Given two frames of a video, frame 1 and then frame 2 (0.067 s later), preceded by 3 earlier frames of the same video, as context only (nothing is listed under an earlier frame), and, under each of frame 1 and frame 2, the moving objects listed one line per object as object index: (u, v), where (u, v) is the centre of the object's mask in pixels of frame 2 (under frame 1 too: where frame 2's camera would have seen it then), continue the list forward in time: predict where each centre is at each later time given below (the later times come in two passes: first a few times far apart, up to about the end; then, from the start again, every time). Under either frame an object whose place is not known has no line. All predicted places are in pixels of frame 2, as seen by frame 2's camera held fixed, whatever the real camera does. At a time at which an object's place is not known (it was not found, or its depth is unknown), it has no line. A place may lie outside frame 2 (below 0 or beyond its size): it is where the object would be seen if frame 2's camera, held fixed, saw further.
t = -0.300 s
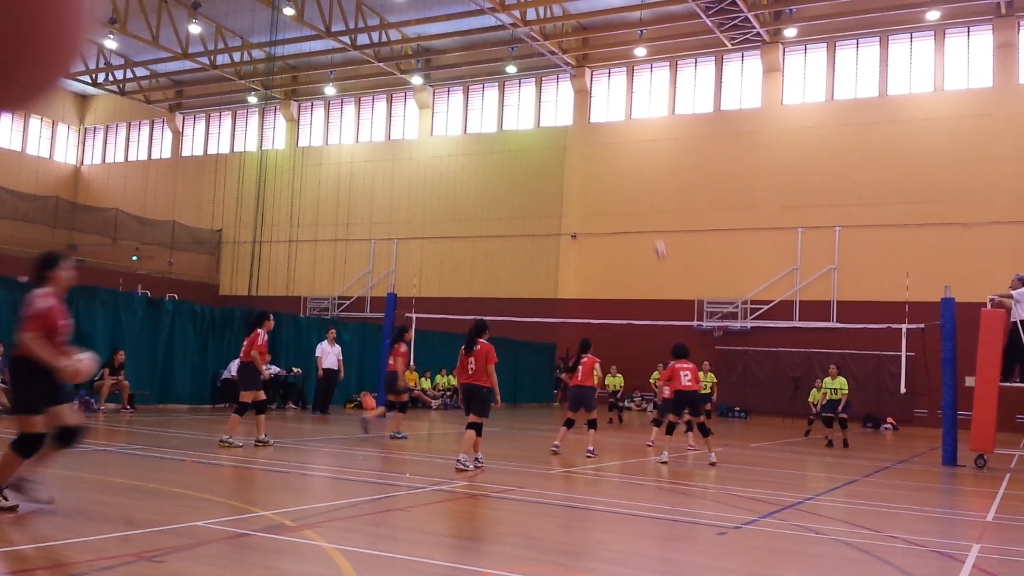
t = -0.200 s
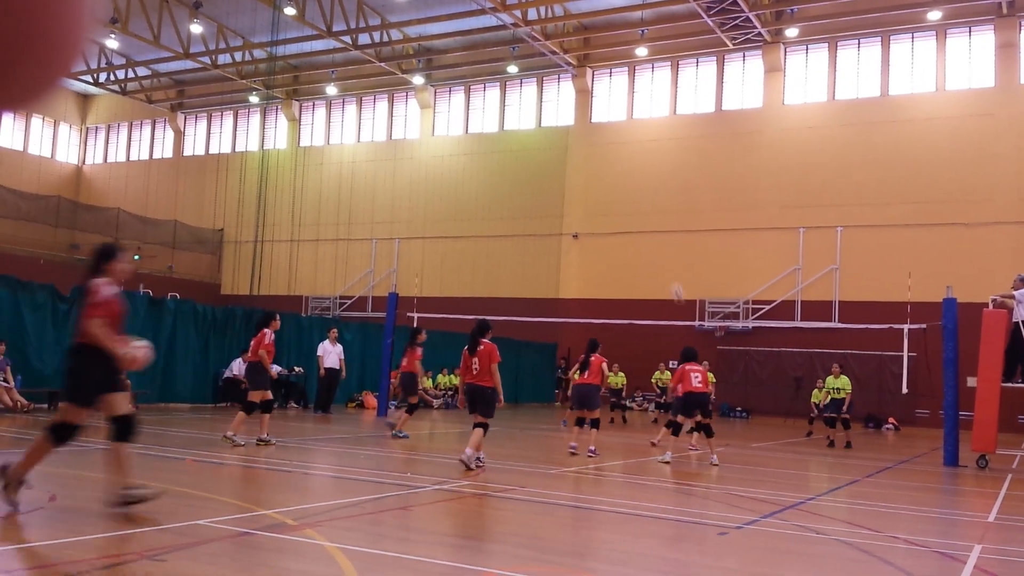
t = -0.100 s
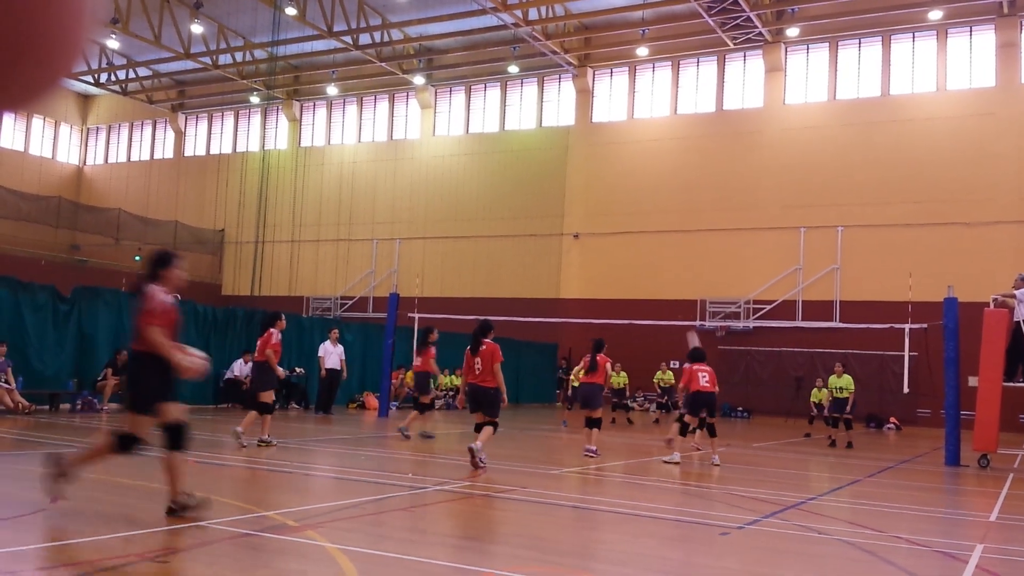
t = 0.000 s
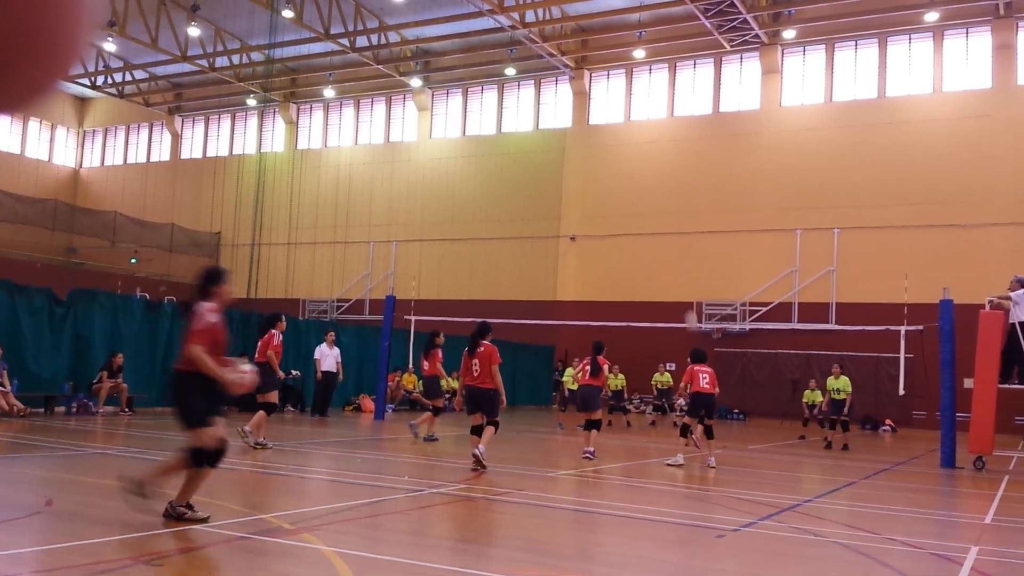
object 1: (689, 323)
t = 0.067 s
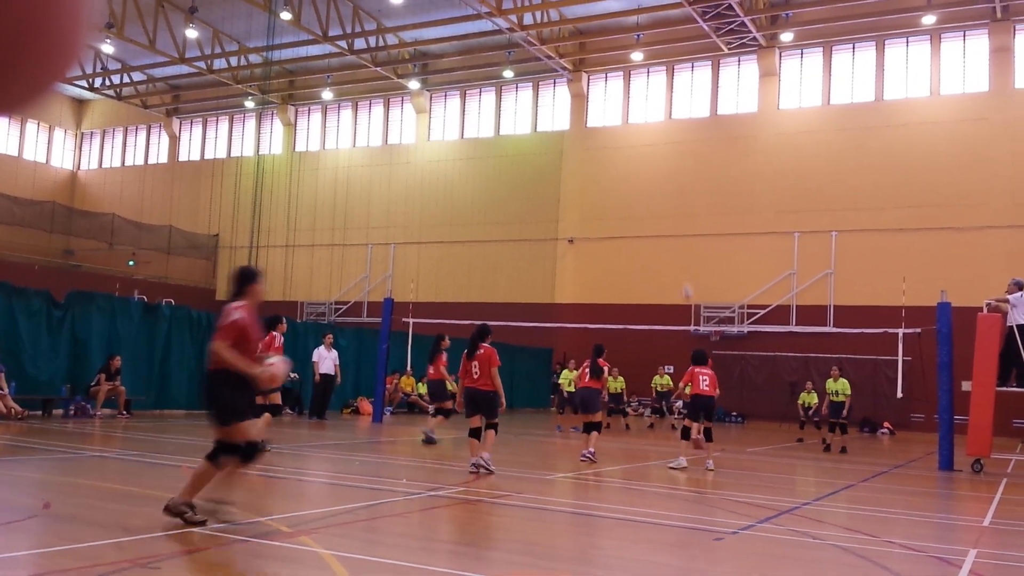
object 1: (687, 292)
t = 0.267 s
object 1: (680, 215)
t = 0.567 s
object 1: (668, 149)
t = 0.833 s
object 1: (657, 136)
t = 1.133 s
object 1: (642, 172)
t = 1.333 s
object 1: (633, 226)
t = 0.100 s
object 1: (685, 278)
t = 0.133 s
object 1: (684, 263)
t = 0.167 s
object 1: (684, 250)
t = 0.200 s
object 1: (683, 238)
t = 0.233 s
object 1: (681, 226)
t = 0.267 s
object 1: (680, 215)
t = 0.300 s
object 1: (679, 205)
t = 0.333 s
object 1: (677, 196)
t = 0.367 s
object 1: (676, 187)
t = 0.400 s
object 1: (674, 179)
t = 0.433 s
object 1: (673, 171)
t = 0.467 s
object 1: (672, 164)
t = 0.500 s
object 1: (671, 159)
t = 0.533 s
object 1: (670, 154)
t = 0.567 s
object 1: (668, 149)
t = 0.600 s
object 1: (667, 145)
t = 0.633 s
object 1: (666, 142)
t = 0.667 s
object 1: (665, 139)
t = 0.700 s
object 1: (663, 138)
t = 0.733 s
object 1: (661, 136)
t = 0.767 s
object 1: (660, 135)
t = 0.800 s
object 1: (658, 135)
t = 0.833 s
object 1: (657, 136)
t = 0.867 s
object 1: (656, 137)
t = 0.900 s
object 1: (654, 139)
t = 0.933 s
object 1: (652, 142)
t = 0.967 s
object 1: (651, 145)
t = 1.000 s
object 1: (650, 149)
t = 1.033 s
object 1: (648, 154)
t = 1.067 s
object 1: (646, 159)
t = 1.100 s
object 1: (645, 165)
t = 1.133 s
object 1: (642, 172)
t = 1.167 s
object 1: (641, 179)
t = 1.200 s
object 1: (640, 187)
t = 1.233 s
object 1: (638, 196)
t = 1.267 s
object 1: (636, 204)
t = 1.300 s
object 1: (634, 215)
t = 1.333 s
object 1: (633, 226)
